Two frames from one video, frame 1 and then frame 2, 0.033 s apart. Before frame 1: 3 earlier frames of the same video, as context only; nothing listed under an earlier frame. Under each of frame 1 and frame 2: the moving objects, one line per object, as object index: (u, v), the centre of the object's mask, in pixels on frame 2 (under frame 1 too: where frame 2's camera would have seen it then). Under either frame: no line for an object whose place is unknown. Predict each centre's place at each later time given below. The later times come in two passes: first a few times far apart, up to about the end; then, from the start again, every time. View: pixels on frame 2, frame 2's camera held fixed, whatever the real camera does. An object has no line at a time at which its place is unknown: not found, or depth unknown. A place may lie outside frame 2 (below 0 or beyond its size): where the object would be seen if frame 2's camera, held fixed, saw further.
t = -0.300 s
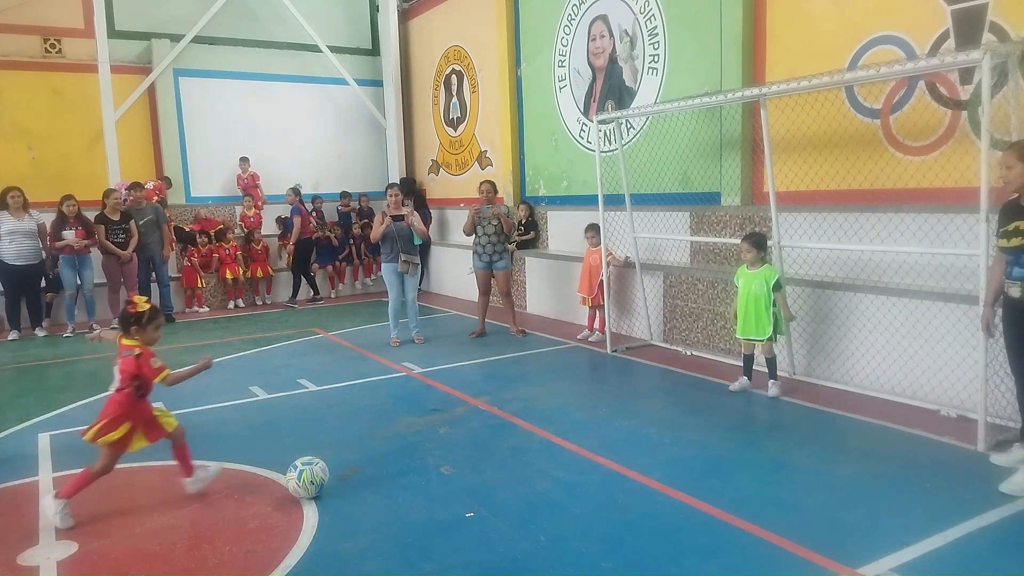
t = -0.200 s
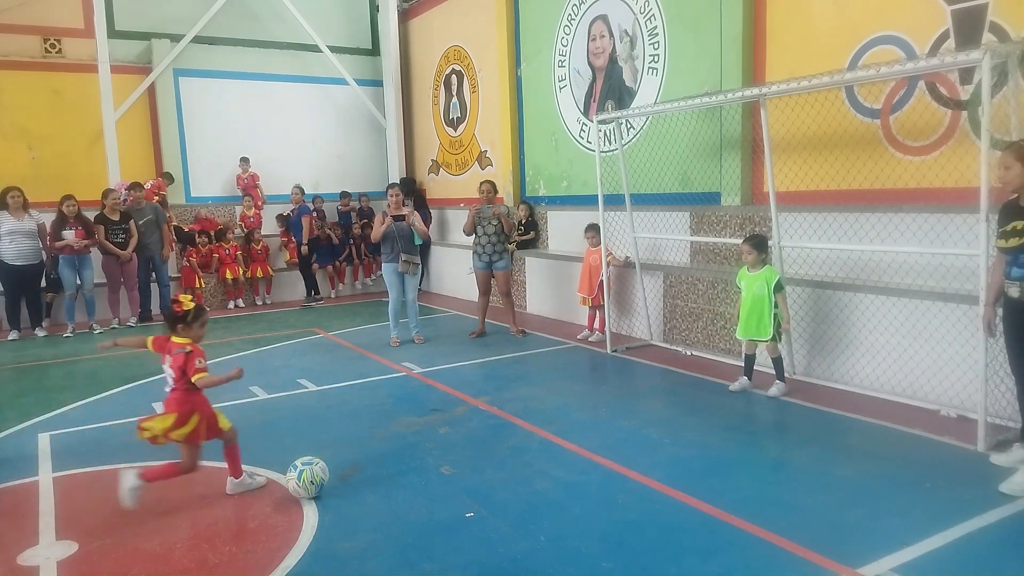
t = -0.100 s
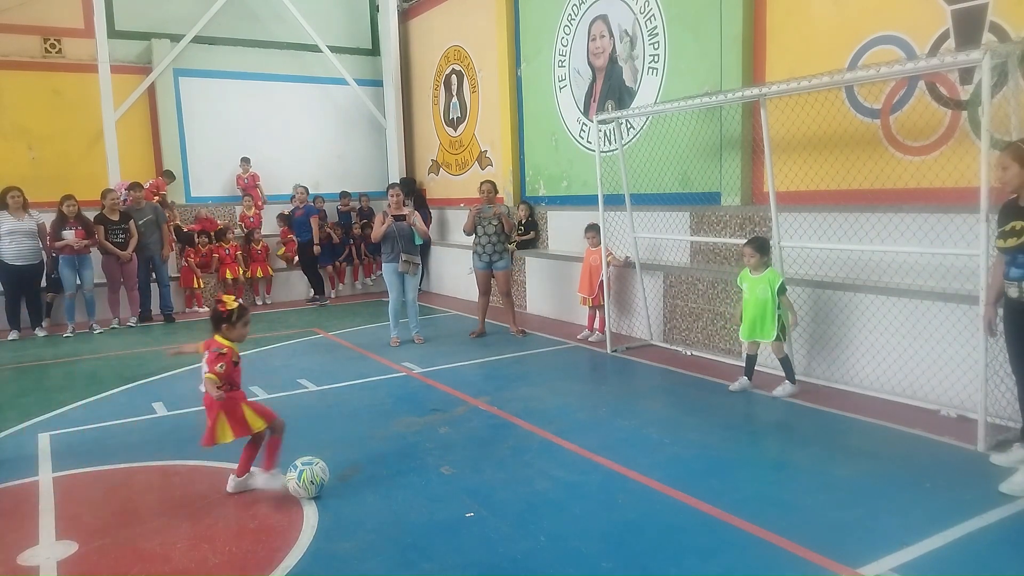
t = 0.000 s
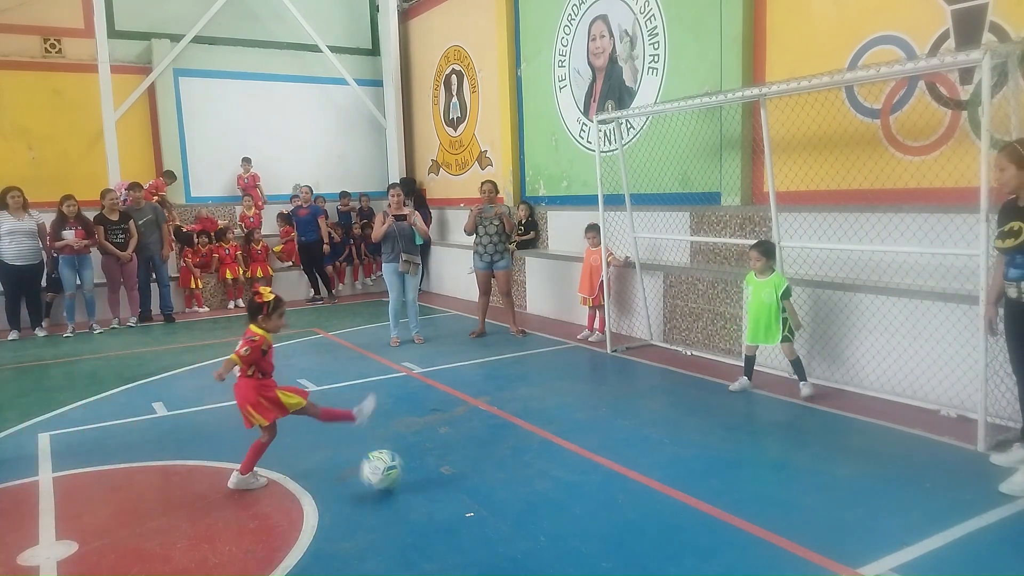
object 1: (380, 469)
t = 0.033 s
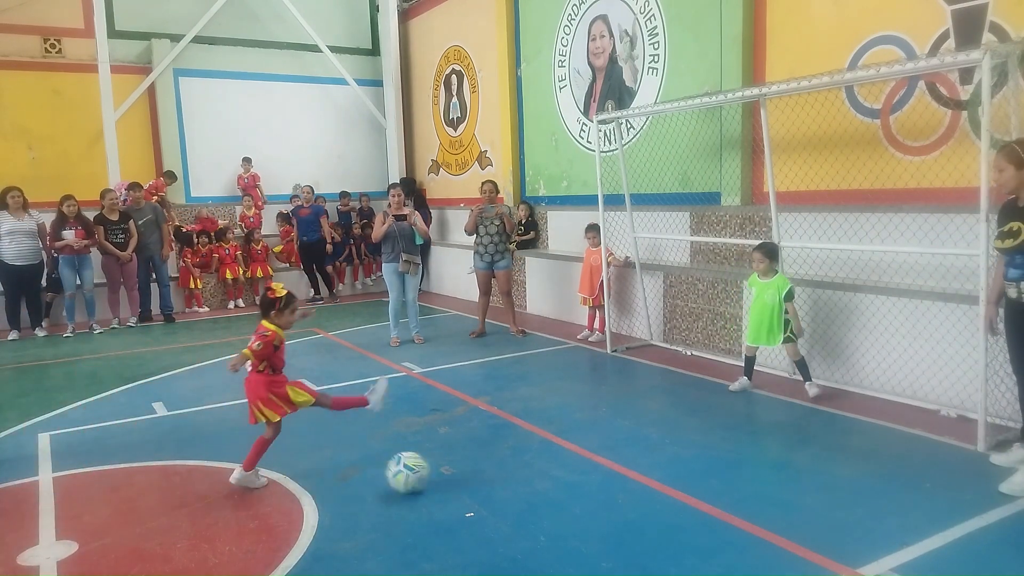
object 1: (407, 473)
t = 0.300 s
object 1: (561, 468)
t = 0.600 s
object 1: (673, 467)
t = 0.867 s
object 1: (759, 467)
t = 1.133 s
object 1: (844, 469)
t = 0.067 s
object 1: (430, 471)
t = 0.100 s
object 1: (451, 470)
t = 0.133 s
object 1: (471, 470)
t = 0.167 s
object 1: (491, 469)
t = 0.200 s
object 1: (510, 468)
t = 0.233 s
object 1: (529, 468)
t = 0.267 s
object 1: (546, 468)
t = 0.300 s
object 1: (561, 468)
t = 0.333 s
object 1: (577, 468)
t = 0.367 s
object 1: (592, 467)
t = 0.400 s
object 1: (605, 467)
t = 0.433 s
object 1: (618, 467)
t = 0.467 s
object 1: (630, 467)
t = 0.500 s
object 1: (642, 467)
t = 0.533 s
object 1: (652, 467)
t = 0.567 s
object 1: (663, 467)
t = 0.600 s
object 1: (673, 467)
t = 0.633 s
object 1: (684, 468)
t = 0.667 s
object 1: (696, 467)
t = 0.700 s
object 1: (707, 467)
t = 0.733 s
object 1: (717, 467)
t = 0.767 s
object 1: (727, 467)
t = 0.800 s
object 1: (738, 467)
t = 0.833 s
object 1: (748, 467)
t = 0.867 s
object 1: (759, 467)
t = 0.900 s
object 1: (770, 467)
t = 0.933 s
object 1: (780, 467)
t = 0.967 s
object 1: (791, 467)
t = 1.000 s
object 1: (801, 468)
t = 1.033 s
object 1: (812, 468)
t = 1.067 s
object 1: (823, 469)
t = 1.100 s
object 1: (834, 469)
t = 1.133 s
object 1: (844, 469)
